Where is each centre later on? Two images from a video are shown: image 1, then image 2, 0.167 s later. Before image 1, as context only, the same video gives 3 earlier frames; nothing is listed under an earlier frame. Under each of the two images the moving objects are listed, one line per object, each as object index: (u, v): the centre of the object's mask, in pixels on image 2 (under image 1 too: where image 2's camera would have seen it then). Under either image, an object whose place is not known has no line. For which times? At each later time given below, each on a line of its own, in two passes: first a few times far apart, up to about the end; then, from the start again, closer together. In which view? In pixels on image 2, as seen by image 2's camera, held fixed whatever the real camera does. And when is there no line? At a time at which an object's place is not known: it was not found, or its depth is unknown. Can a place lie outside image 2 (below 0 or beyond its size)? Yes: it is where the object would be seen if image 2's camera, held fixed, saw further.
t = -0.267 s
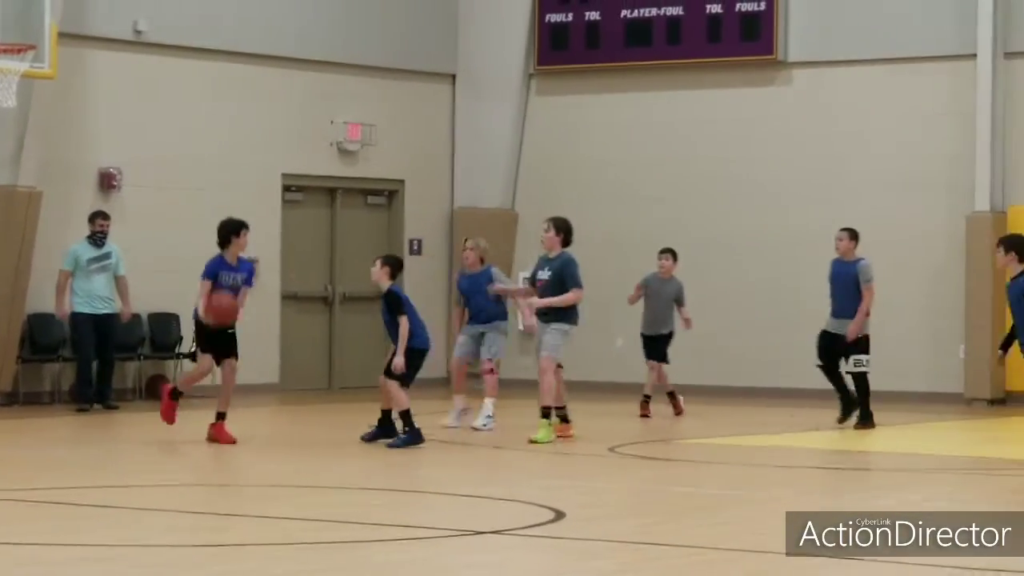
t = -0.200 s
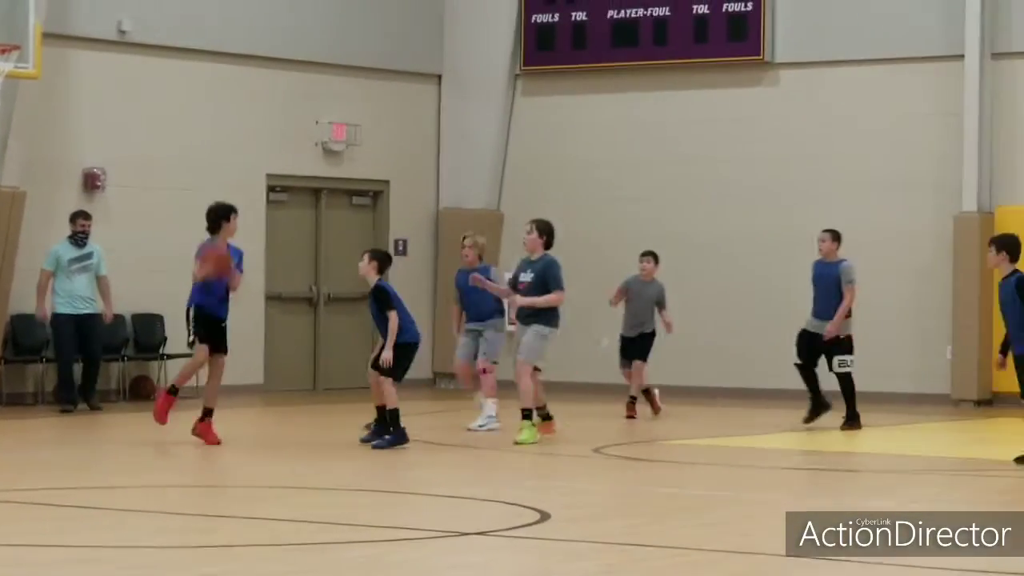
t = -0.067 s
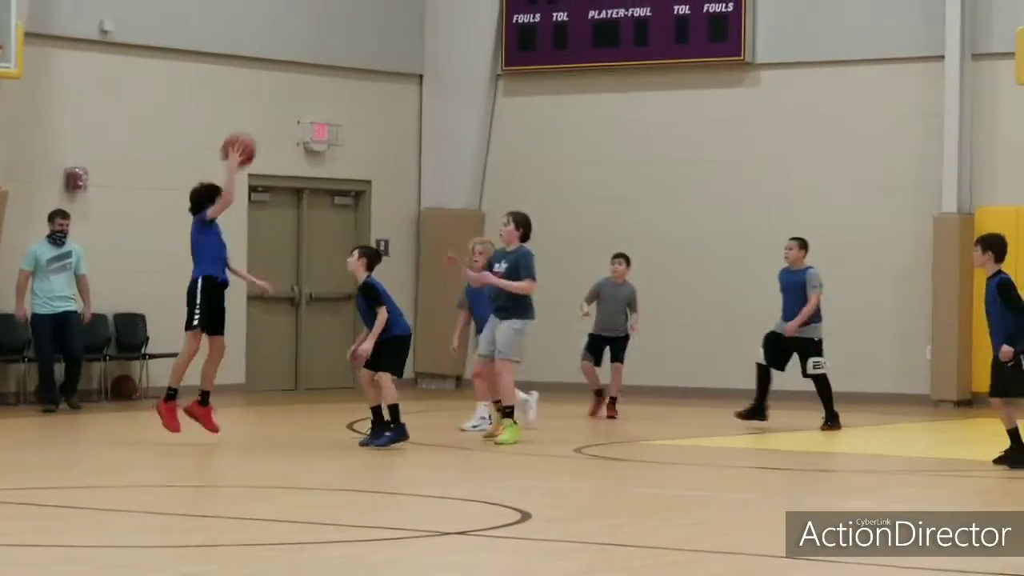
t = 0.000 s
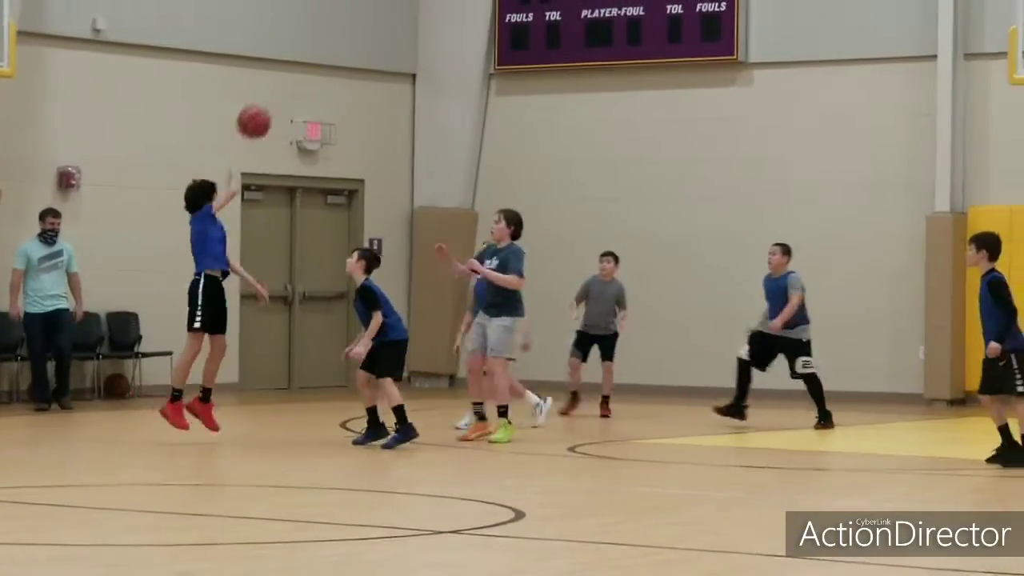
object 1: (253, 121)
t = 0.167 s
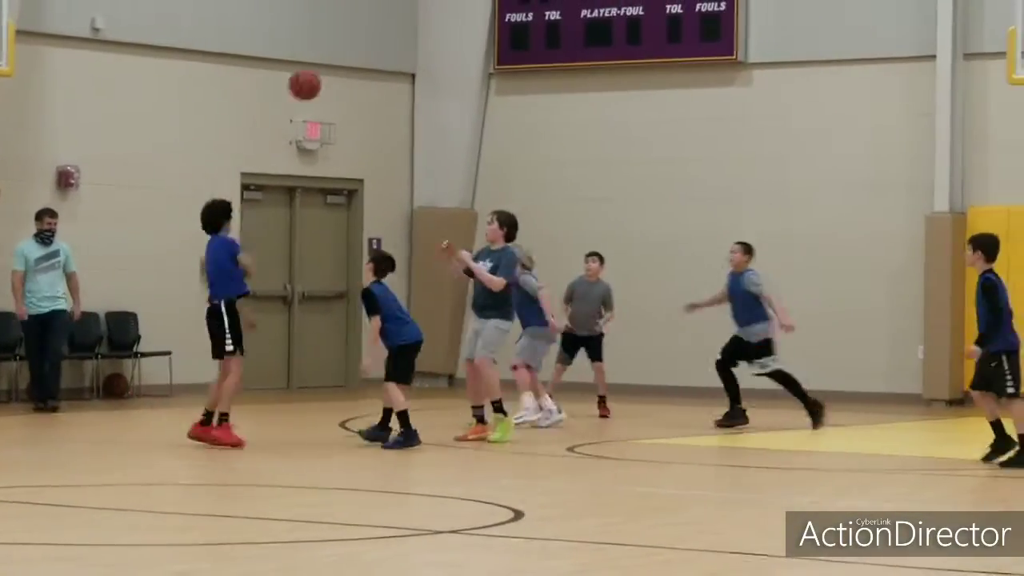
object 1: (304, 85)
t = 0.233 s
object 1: (324, 79)
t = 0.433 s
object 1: (378, 97)
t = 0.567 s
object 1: (410, 132)
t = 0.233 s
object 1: (324, 79)
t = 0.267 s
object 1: (333, 79)
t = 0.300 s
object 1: (343, 80)
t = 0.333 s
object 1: (352, 83)
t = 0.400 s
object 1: (369, 92)
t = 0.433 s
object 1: (378, 97)
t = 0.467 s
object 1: (386, 104)
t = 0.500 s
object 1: (394, 113)
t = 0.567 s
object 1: (410, 132)
